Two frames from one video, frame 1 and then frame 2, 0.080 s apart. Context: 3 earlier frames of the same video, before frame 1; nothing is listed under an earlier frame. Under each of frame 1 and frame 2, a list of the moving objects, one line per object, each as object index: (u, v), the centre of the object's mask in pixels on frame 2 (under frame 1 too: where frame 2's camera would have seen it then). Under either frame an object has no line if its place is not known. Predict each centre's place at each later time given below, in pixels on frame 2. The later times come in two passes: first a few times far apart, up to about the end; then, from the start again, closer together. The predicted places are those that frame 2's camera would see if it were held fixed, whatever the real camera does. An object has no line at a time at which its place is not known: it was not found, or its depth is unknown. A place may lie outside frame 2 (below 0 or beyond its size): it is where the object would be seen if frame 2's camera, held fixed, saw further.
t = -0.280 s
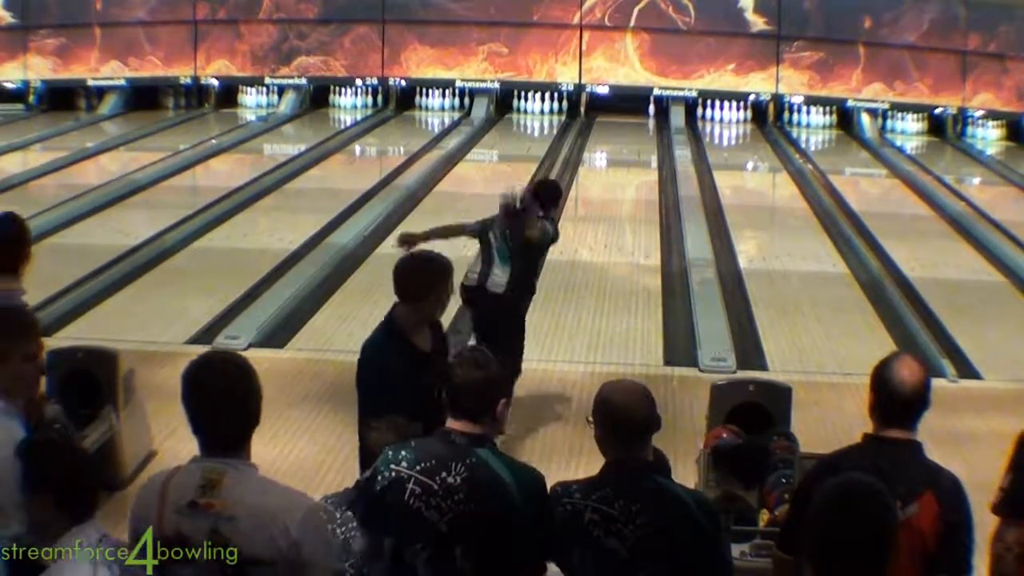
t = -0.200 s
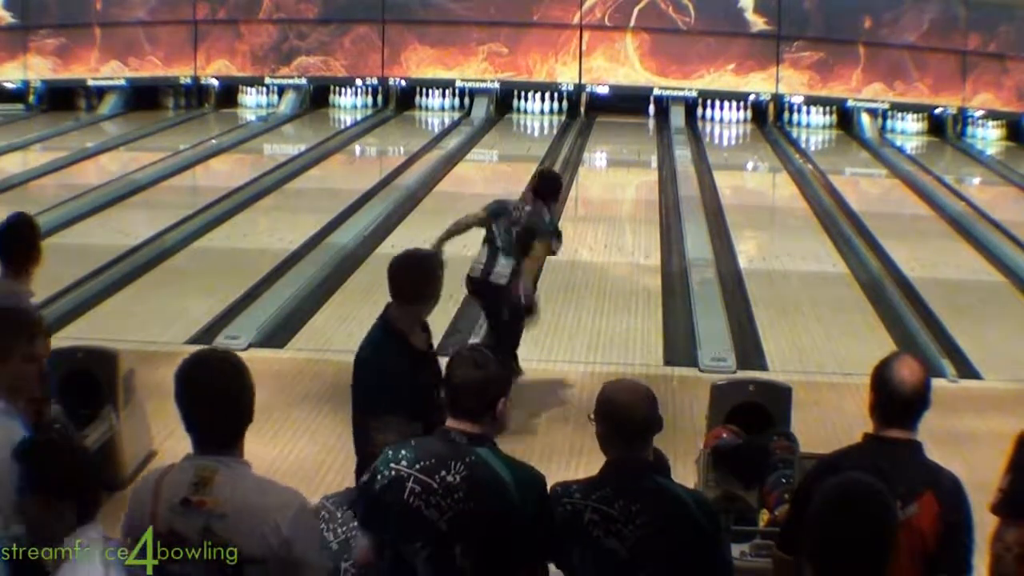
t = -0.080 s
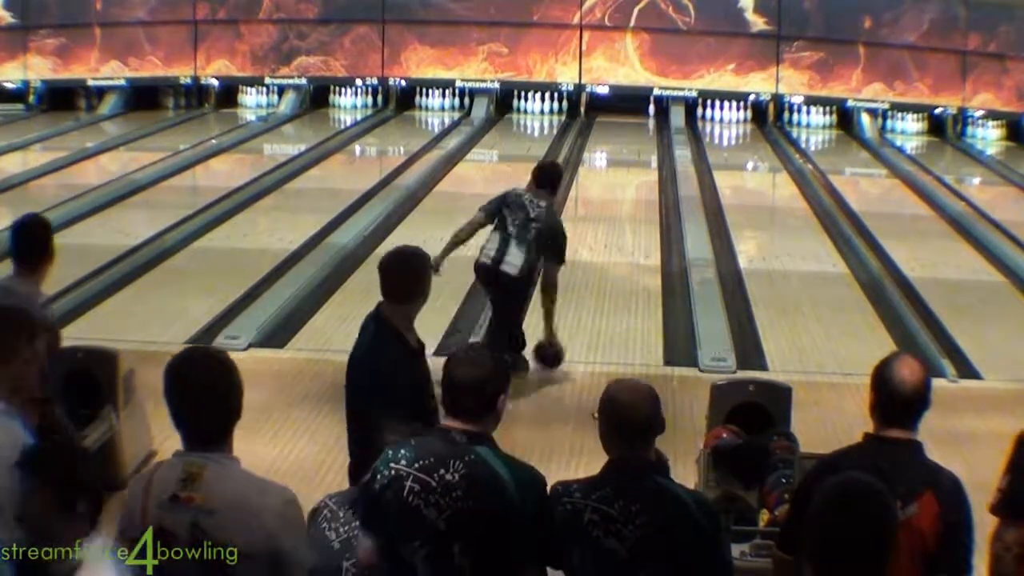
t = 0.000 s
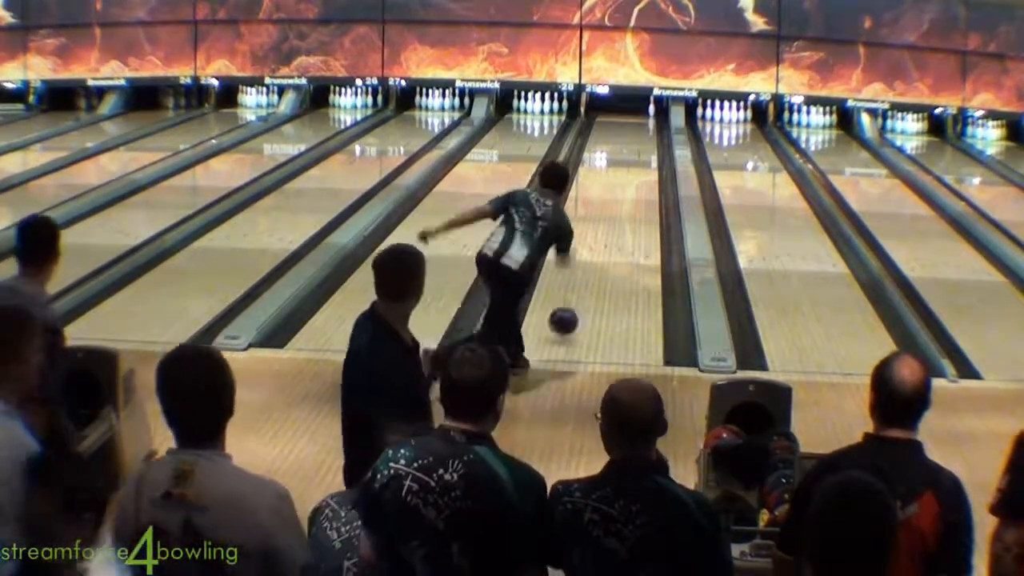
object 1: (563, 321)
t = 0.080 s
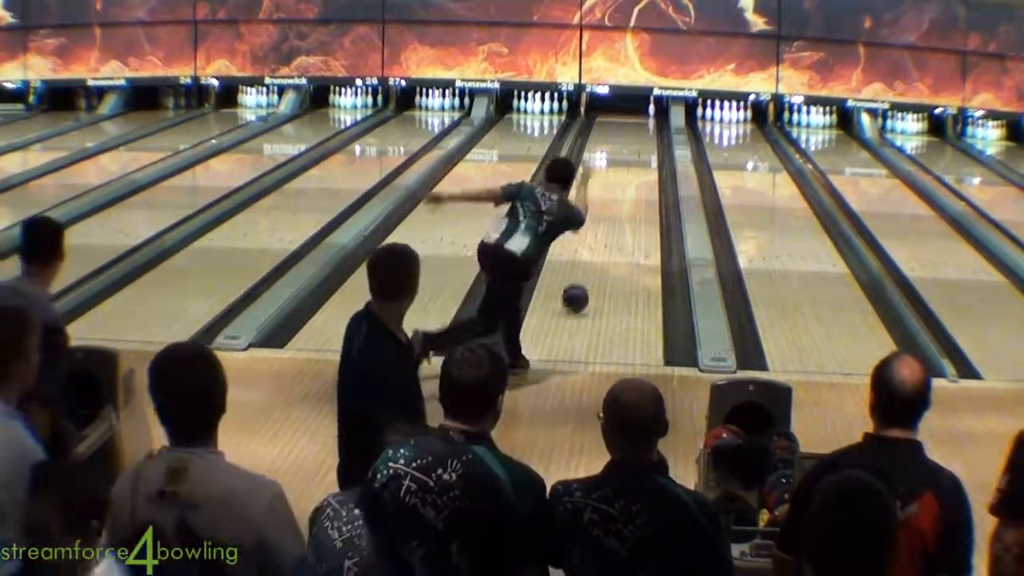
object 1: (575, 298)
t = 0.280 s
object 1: (598, 248)
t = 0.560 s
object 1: (620, 197)
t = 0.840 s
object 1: (634, 162)
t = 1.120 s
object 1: (644, 137)
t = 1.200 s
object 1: (646, 132)
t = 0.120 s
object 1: (580, 289)
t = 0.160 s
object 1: (585, 278)
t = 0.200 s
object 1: (590, 267)
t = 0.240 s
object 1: (594, 257)
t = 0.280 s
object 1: (598, 248)
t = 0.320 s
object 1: (602, 239)
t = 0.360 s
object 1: (605, 232)
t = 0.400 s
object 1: (609, 224)
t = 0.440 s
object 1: (612, 217)
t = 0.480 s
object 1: (618, 208)
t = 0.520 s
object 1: (617, 204)
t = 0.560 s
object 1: (620, 197)
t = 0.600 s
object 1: (622, 192)
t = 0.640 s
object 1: (625, 186)
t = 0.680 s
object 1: (627, 181)
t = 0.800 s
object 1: (632, 167)
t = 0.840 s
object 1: (634, 162)
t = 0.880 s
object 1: (636, 159)
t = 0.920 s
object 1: (638, 155)
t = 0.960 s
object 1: (639, 151)
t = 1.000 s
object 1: (640, 147)
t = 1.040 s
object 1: (642, 144)
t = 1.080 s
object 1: (643, 140)
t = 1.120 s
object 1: (644, 137)
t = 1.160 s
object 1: (645, 134)
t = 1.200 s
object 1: (646, 132)
